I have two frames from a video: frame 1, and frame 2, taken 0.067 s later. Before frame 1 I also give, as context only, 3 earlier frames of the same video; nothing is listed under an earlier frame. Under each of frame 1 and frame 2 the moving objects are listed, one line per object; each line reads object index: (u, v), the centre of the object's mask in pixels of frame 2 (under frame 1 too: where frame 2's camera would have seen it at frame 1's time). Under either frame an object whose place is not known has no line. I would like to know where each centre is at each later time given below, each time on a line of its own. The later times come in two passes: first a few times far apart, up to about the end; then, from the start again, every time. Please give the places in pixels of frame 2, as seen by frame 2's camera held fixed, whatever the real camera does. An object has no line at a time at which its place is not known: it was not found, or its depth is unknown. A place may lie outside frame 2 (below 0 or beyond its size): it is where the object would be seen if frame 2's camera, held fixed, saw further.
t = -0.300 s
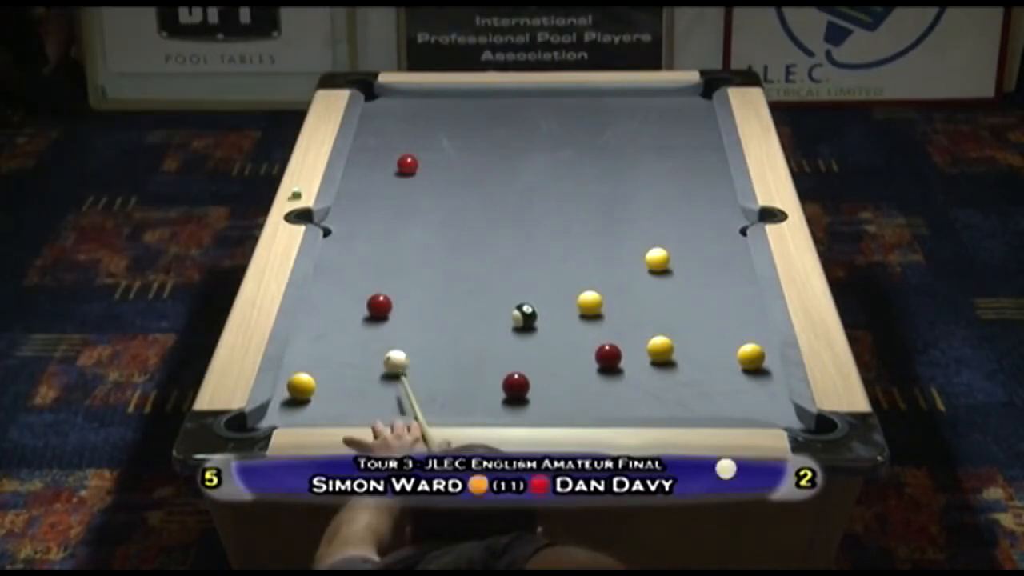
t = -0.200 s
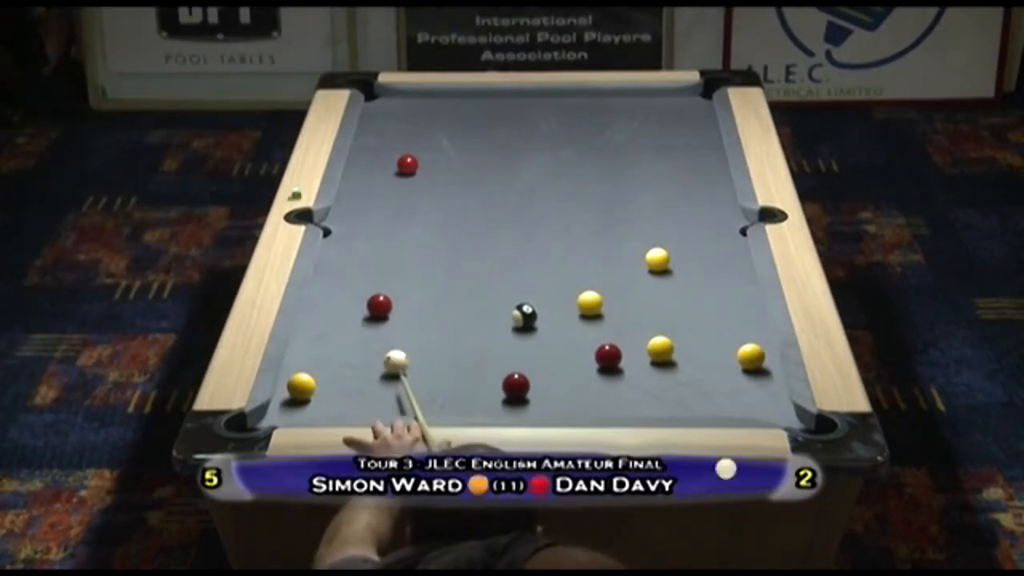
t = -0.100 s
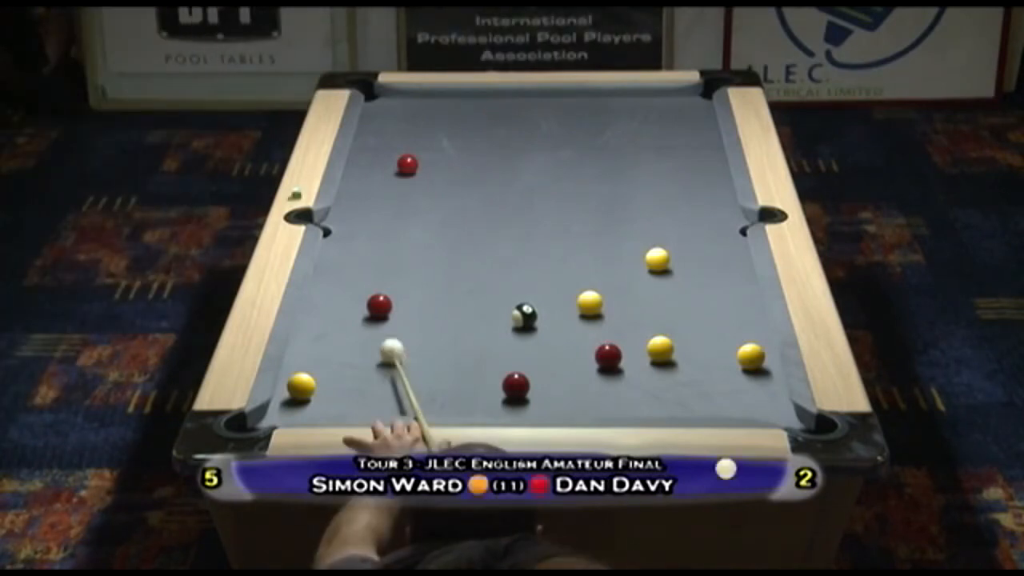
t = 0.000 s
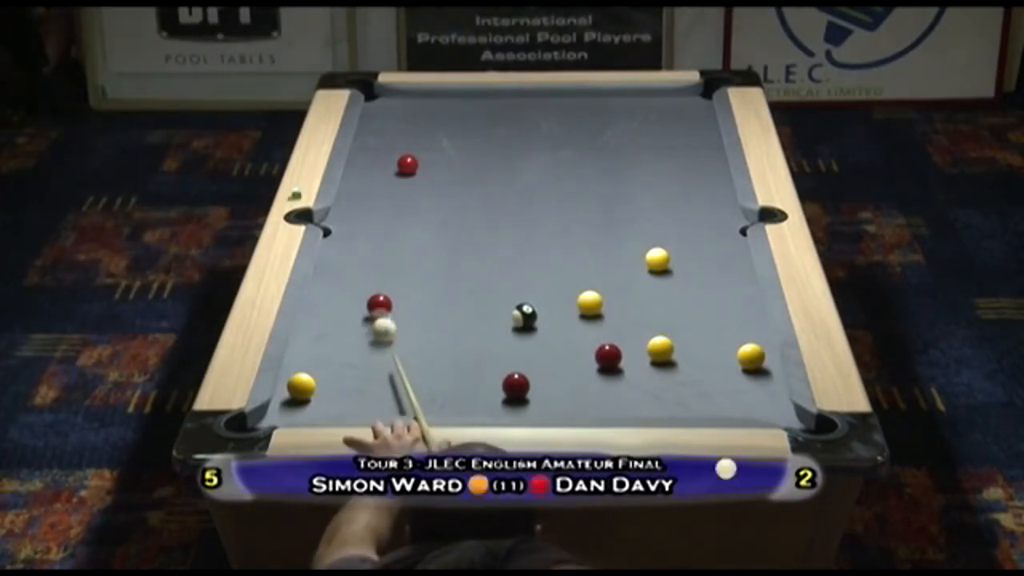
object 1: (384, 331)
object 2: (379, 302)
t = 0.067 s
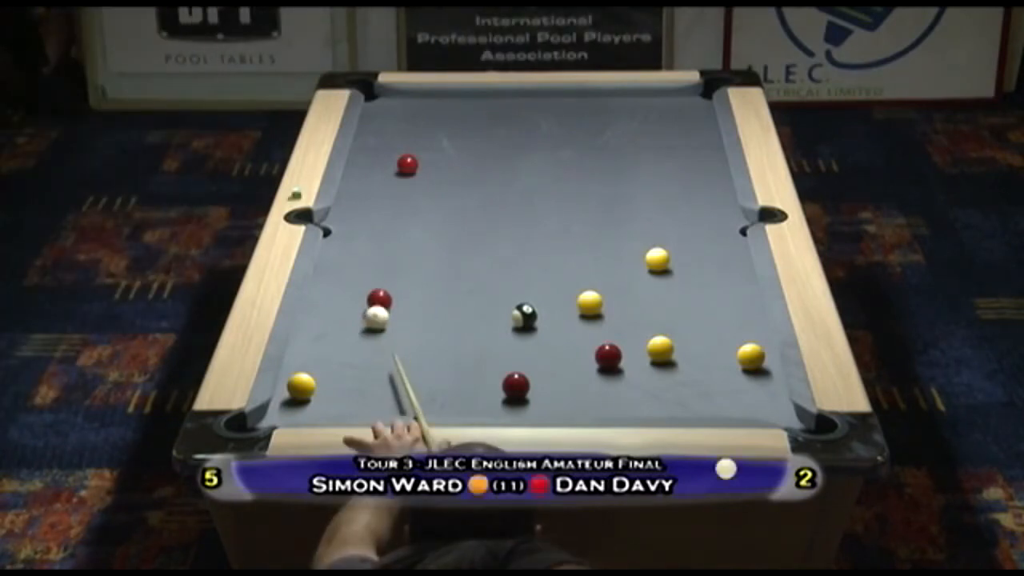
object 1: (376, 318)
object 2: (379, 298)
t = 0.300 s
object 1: (357, 311)
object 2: (379, 268)
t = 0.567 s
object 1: (336, 302)
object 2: (379, 238)
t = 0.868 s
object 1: (317, 293)
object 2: (379, 209)
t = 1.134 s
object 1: (328, 289)
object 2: (379, 185)
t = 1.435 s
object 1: (338, 286)
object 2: (378, 163)
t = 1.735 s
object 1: (344, 283)
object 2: (378, 142)
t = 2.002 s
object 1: (346, 282)
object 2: (379, 126)
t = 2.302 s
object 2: (378, 110)
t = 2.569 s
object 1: (346, 282)
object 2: (377, 97)
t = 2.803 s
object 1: (346, 282)
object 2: (370, 91)
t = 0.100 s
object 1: (373, 318)
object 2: (379, 294)
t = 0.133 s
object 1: (371, 317)
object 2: (379, 290)
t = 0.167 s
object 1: (368, 316)
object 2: (379, 285)
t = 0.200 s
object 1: (365, 315)
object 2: (379, 280)
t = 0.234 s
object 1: (362, 314)
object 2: (379, 277)
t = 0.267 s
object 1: (359, 312)
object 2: (379, 273)
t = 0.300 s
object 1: (357, 311)
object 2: (379, 268)
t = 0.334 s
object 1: (354, 310)
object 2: (379, 264)
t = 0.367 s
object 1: (351, 309)
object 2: (379, 260)
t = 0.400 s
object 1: (349, 308)
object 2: (379, 257)
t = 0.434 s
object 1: (346, 307)
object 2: (379, 254)
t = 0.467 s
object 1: (344, 305)
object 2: (379, 250)
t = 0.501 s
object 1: (341, 304)
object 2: (379, 246)
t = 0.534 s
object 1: (338, 303)
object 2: (379, 242)
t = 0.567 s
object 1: (336, 302)
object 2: (379, 238)
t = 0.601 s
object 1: (334, 301)
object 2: (379, 235)
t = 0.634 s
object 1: (331, 300)
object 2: (379, 232)
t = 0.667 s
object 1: (329, 299)
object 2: (379, 228)
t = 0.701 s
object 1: (326, 298)
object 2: (379, 224)
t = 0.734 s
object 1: (324, 297)
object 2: (379, 221)
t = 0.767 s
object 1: (322, 296)
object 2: (379, 218)
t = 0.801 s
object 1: (320, 295)
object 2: (379, 215)
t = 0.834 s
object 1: (318, 294)
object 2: (379, 212)
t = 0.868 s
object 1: (317, 293)
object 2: (379, 209)
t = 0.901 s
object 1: (318, 293)
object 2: (379, 205)
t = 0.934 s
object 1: (320, 292)
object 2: (379, 203)
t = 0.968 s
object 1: (322, 291)
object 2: (379, 199)
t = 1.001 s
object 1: (323, 291)
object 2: (379, 197)
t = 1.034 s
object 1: (324, 290)
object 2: (379, 194)
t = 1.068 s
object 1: (325, 290)
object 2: (379, 191)
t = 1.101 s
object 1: (327, 289)
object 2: (378, 189)
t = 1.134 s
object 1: (328, 289)
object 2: (379, 185)
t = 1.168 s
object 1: (329, 289)
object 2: (379, 183)
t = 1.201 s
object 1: (330, 288)
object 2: (378, 181)
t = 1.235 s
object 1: (332, 288)
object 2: (379, 178)
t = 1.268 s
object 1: (333, 287)
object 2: (379, 175)
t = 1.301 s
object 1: (334, 287)
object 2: (379, 172)
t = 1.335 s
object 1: (335, 287)
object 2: (379, 169)
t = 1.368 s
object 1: (336, 286)
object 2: (378, 167)
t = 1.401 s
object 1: (337, 286)
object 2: (379, 165)
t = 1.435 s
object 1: (338, 286)
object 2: (378, 163)
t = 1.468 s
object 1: (339, 285)
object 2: (378, 160)
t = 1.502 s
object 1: (340, 285)
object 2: (378, 158)
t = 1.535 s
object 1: (340, 284)
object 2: (378, 155)
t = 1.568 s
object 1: (341, 284)
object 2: (378, 153)
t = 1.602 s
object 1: (342, 284)
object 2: (378, 151)
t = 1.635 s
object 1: (342, 284)
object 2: (378, 149)
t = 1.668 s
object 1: (343, 283)
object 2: (378, 146)
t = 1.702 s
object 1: (343, 283)
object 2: (379, 144)
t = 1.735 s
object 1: (344, 283)
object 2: (378, 142)
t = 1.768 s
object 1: (344, 283)
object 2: (378, 140)
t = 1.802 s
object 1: (345, 283)
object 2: (378, 138)
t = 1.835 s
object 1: (345, 282)
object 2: (379, 136)
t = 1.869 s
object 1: (345, 282)
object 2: (379, 134)
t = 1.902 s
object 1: (346, 282)
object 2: (378, 131)
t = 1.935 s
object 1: (346, 282)
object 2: (379, 130)
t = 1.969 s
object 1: (346, 282)
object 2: (378, 127)
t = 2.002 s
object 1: (346, 282)
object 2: (379, 126)
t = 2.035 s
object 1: (346, 282)
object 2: (378, 124)
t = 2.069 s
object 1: (346, 281)
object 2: (378, 122)
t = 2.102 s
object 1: (344, 276)
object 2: (378, 120)
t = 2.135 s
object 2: (378, 119)
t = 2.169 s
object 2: (378, 117)
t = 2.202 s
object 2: (378, 115)
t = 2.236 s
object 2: (378, 113)
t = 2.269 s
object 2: (378, 112)
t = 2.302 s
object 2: (378, 110)
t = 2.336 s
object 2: (377, 109)
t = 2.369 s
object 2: (378, 107)
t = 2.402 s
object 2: (378, 105)
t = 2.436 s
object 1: (348, 281)
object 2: (377, 104)
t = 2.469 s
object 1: (346, 282)
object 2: (377, 101)
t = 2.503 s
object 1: (346, 282)
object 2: (377, 100)
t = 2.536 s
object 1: (346, 282)
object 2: (377, 99)
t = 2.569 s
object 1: (346, 282)
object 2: (377, 97)
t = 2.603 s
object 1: (346, 282)
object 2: (376, 96)
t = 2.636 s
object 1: (346, 282)
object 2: (376, 94)
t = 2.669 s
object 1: (346, 282)
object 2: (376, 93)
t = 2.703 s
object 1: (346, 282)
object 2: (374, 92)
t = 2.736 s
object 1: (346, 282)
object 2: (372, 92)
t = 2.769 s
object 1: (346, 282)
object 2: (370, 92)
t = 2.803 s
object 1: (346, 282)
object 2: (370, 91)
